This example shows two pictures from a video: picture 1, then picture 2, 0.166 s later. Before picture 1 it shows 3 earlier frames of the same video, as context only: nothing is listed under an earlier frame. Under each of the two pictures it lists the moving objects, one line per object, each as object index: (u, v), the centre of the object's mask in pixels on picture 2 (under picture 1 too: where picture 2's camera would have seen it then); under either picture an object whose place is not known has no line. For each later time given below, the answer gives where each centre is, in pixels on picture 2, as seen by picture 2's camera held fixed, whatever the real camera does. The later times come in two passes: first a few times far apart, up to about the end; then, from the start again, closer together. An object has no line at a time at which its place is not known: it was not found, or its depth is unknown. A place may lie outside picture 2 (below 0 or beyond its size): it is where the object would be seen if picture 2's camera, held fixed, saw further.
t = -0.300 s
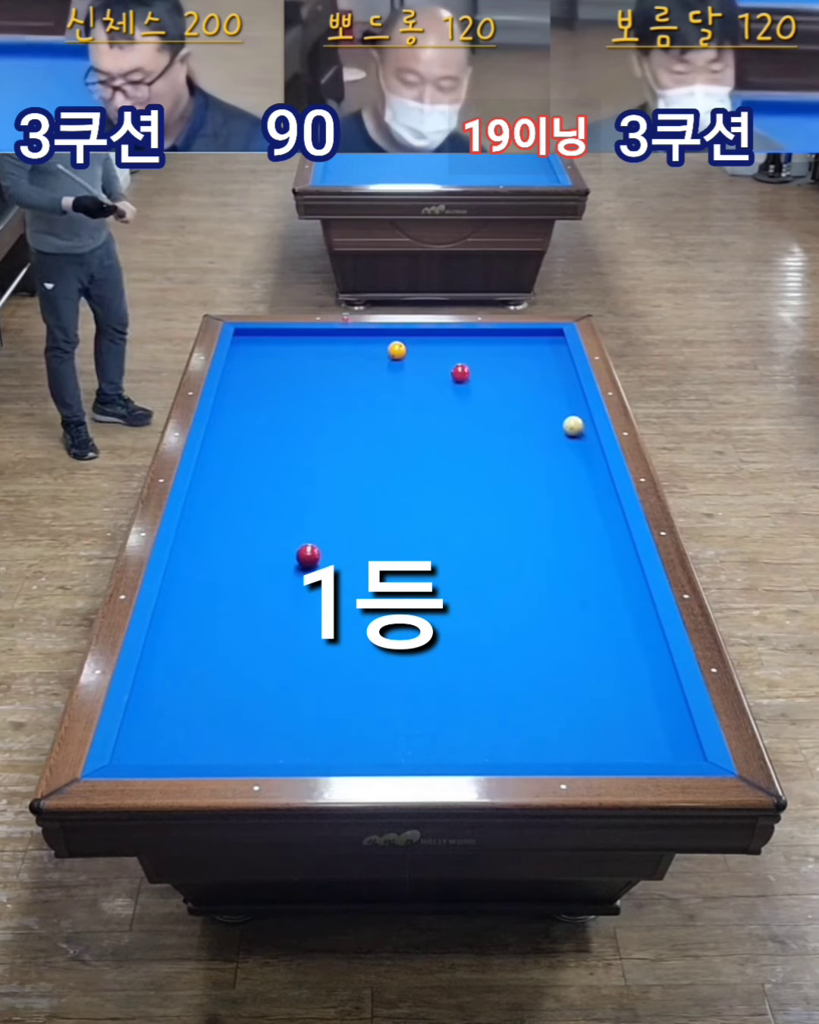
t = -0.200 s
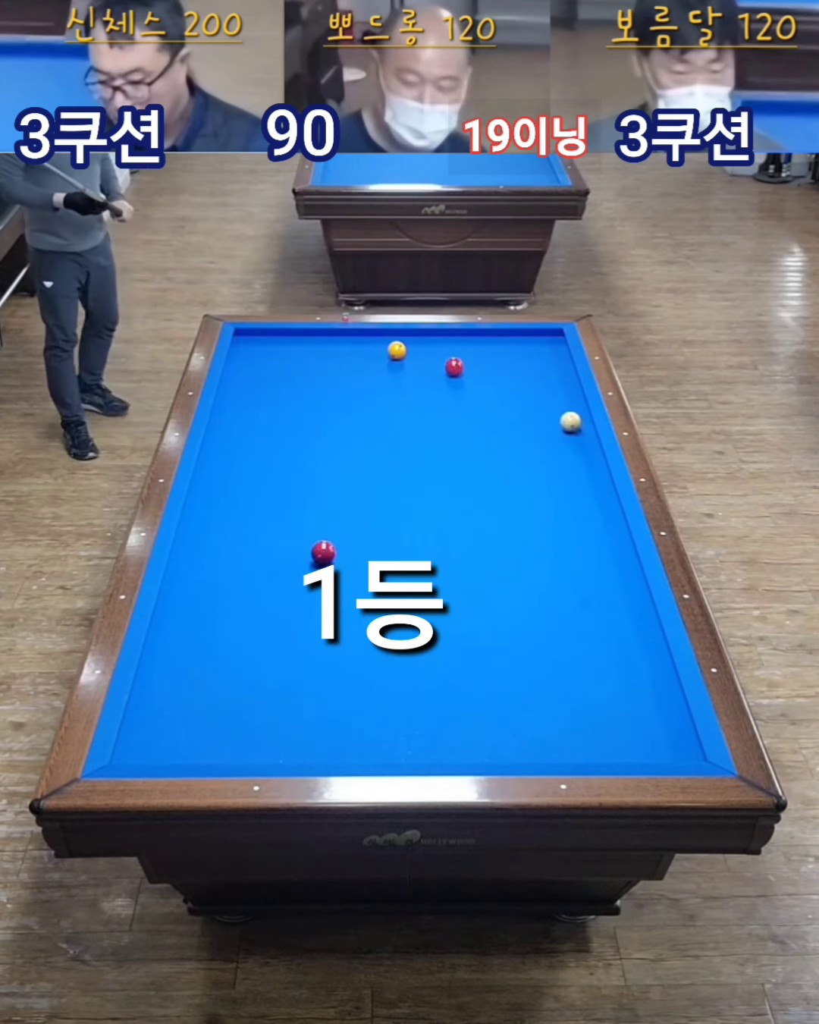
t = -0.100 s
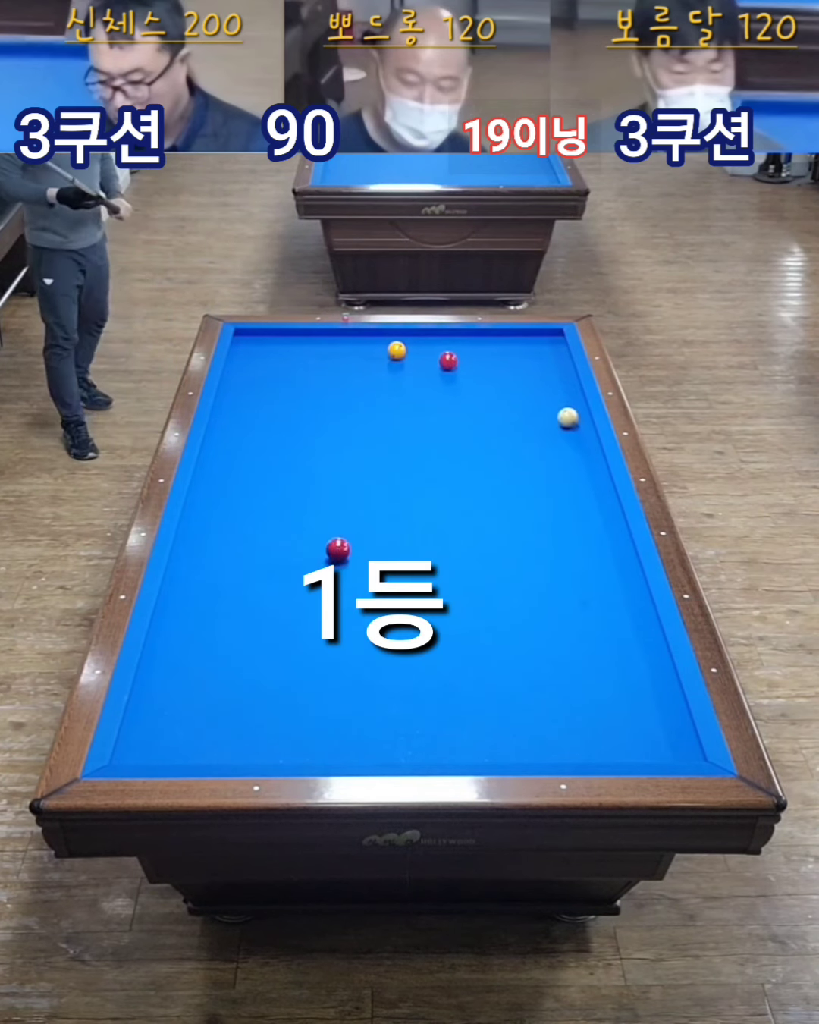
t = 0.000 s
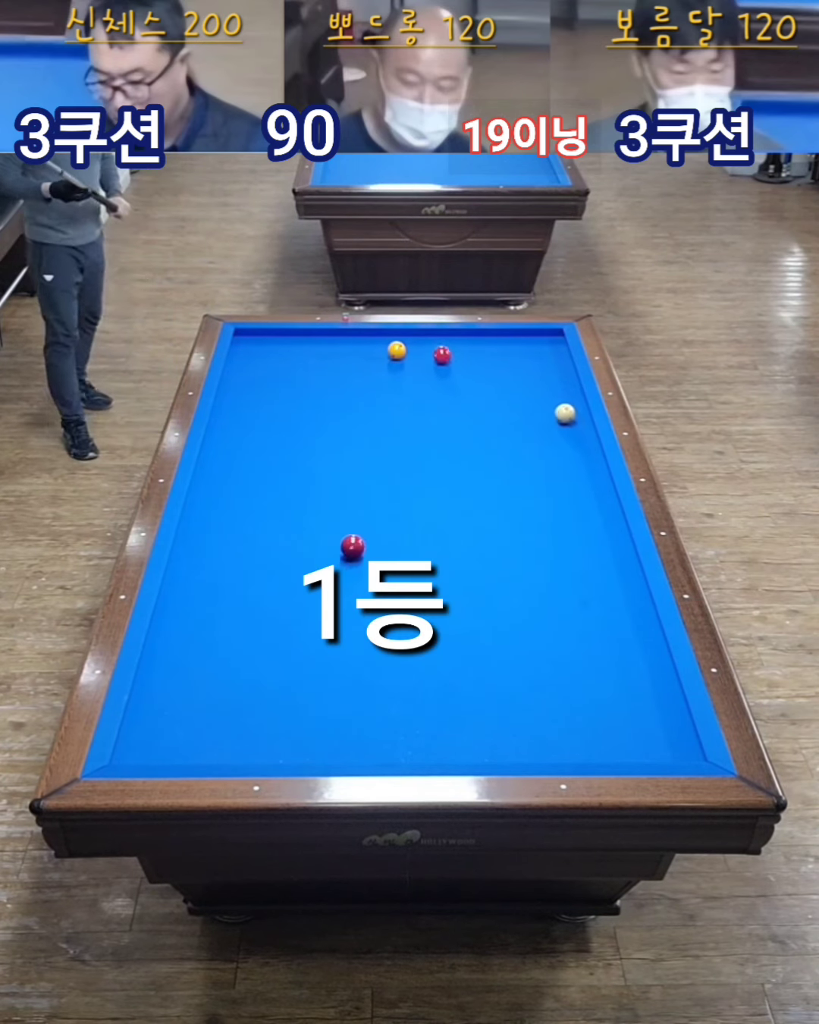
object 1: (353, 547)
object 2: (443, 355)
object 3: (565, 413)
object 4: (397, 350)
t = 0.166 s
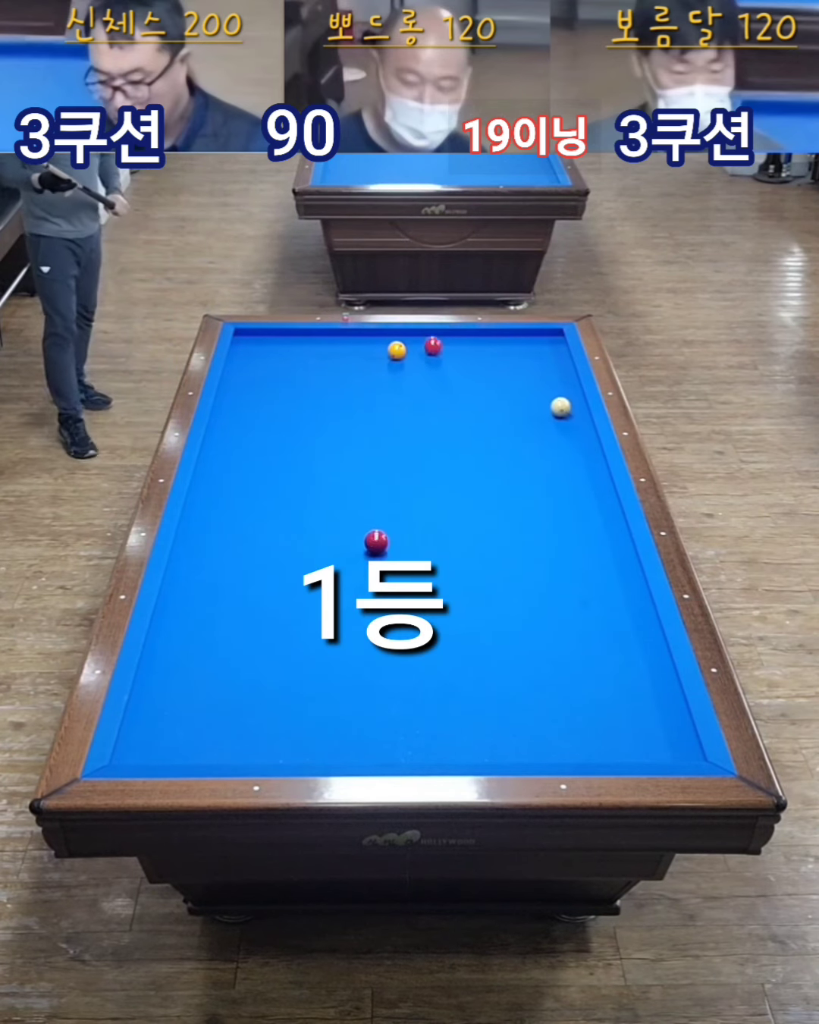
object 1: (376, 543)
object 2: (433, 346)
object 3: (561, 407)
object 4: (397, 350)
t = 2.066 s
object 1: (599, 496)
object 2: (411, 353)
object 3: (520, 350)
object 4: (366, 365)
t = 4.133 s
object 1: (518, 477)
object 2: (412, 354)
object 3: (480, 341)
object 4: (338, 380)
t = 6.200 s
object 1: (483, 471)
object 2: (412, 354)
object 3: (462, 346)
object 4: (336, 381)
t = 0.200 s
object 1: (381, 541)
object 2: (431, 344)
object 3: (560, 406)
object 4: (397, 350)
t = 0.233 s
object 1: (386, 541)
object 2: (430, 342)
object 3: (559, 404)
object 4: (397, 350)
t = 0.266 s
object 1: (390, 540)
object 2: (428, 341)
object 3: (558, 403)
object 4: (397, 350)
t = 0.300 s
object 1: (395, 539)
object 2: (426, 339)
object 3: (557, 402)
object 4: (397, 350)
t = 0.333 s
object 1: (399, 538)
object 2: (424, 337)
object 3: (557, 401)
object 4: (397, 350)
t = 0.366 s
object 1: (404, 537)
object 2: (422, 336)
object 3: (556, 399)
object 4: (397, 350)
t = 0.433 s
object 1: (413, 535)
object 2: (419, 334)
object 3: (554, 397)
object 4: (397, 350)
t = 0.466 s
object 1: (417, 534)
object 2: (419, 335)
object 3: (553, 396)
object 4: (397, 350)
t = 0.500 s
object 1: (421, 533)
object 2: (418, 336)
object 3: (553, 395)
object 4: (397, 350)
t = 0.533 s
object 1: (426, 532)
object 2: (416, 337)
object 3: (552, 394)
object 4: (397, 350)
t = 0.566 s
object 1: (430, 531)
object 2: (415, 338)
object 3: (551, 392)
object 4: (397, 350)
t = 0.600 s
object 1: (434, 531)
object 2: (415, 338)
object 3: (550, 391)
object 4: (397, 350)
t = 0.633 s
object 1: (439, 530)
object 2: (414, 339)
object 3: (549, 390)
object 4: (397, 350)
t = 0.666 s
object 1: (443, 529)
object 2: (413, 340)
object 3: (549, 389)
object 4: (397, 350)
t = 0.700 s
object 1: (447, 528)
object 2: (412, 341)
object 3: (548, 388)
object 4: (397, 350)
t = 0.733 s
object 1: (451, 527)
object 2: (411, 342)
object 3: (547, 387)
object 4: (397, 350)
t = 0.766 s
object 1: (455, 526)
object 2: (411, 342)
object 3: (546, 386)
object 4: (397, 350)
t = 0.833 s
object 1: (464, 524)
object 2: (410, 344)
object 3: (545, 384)
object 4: (397, 350)
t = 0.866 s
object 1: (468, 523)
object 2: (409, 344)
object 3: (544, 382)
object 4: (396, 350)
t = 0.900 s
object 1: (472, 523)
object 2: (409, 345)
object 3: (543, 381)
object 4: (395, 351)
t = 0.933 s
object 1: (476, 522)
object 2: (409, 345)
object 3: (543, 380)
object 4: (394, 352)
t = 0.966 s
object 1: (480, 521)
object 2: (409, 346)
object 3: (542, 379)
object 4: (393, 352)
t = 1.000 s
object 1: (484, 520)
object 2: (409, 346)
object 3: (541, 378)
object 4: (392, 353)
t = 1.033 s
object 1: (488, 519)
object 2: (409, 346)
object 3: (540, 377)
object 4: (391, 353)
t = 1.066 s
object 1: (492, 518)
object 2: (409, 347)
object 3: (540, 376)
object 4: (390, 353)
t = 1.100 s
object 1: (496, 518)
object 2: (409, 347)
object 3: (539, 375)
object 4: (390, 354)
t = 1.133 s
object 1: (500, 517)
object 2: (409, 347)
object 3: (538, 374)
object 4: (389, 354)
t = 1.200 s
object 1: (507, 515)
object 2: (409, 348)
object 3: (537, 372)
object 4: (387, 355)
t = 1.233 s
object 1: (511, 515)
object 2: (410, 348)
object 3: (536, 372)
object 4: (386, 356)
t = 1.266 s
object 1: (515, 514)
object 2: (410, 348)
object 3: (535, 370)
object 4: (385, 356)
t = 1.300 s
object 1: (519, 513)
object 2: (410, 348)
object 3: (535, 370)
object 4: (384, 356)
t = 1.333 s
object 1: (523, 512)
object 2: (410, 349)
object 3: (534, 369)
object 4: (384, 357)
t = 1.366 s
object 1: (526, 511)
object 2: (410, 349)
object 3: (533, 368)
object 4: (383, 357)
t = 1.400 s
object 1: (530, 511)
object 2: (410, 349)
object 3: (533, 367)
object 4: (382, 358)
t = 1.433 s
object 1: (534, 510)
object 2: (410, 350)
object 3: (532, 366)
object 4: (381, 358)
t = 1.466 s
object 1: (537, 509)
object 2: (410, 350)
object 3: (531, 365)
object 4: (380, 358)
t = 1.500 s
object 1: (541, 508)
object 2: (410, 350)
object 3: (530, 364)
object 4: (379, 359)
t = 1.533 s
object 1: (545, 508)
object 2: (410, 350)
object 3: (530, 363)
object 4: (378, 359)
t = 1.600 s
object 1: (552, 506)
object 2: (410, 350)
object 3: (529, 362)
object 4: (377, 360)
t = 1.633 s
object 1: (555, 505)
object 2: (410, 351)
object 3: (528, 361)
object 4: (376, 361)
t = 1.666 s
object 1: (559, 505)
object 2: (410, 351)
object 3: (527, 360)
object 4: (375, 361)
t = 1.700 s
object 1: (562, 504)
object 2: (410, 351)
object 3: (527, 359)
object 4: (374, 361)
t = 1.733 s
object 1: (566, 503)
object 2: (410, 351)
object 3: (526, 358)
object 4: (373, 362)
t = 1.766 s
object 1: (569, 503)
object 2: (411, 351)
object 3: (525, 357)
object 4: (373, 362)
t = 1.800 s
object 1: (572, 502)
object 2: (411, 351)
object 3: (525, 357)
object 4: (372, 362)
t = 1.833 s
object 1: (576, 501)
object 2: (411, 352)
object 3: (524, 356)
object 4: (371, 363)
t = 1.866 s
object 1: (579, 500)
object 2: (411, 352)
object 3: (523, 355)
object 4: (370, 363)
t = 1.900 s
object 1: (583, 499)
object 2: (411, 352)
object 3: (523, 354)
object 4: (370, 364)
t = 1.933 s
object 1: (586, 499)
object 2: (411, 352)
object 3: (522, 353)
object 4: (369, 364)
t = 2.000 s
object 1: (593, 498)
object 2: (411, 352)
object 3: (521, 352)
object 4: (368, 365)
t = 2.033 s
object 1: (596, 497)
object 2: (411, 352)
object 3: (520, 351)
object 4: (367, 365)
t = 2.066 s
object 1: (599, 496)
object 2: (411, 353)
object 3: (520, 350)
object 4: (366, 365)
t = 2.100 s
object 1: (603, 495)
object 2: (411, 353)
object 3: (519, 349)
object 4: (365, 366)
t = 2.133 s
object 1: (606, 495)
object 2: (411, 353)
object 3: (518, 349)
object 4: (365, 366)
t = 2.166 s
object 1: (605, 494)
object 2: (411, 353)
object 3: (518, 348)
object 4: (364, 366)
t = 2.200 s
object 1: (603, 494)
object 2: (411, 353)
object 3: (517, 347)
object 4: (363, 367)
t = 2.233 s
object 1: (601, 493)
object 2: (412, 353)
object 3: (517, 347)
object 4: (363, 367)
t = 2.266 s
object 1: (599, 493)
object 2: (412, 353)
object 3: (516, 346)
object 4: (362, 367)
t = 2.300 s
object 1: (597, 493)
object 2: (412, 353)
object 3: (515, 345)
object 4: (361, 368)
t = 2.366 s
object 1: (594, 492)
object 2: (412, 353)
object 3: (514, 343)
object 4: (360, 368)
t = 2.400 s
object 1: (592, 492)
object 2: (412, 354)
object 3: (514, 343)
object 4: (359, 369)
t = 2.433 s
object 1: (590, 491)
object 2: (412, 354)
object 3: (513, 342)
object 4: (359, 369)
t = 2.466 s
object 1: (588, 491)
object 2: (412, 354)
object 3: (512, 342)
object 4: (358, 369)
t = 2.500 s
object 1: (586, 490)
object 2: (412, 354)
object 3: (512, 341)
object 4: (357, 369)
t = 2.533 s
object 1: (585, 490)
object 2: (412, 354)
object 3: (511, 340)
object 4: (357, 370)
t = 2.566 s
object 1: (583, 490)
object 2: (412, 354)
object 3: (511, 339)
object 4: (356, 370)
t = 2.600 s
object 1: (581, 489)
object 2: (412, 354)
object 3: (510, 339)
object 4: (356, 370)
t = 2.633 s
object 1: (579, 489)
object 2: (412, 354)
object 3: (510, 338)
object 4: (355, 371)
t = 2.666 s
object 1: (578, 489)
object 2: (412, 354)
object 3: (509, 338)
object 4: (354, 371)
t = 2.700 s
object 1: (576, 488)
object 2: (412, 354)
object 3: (508, 337)
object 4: (354, 371)
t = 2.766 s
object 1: (573, 488)
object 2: (412, 354)
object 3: (507, 336)
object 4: (353, 372)
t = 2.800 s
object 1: (571, 487)
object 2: (412, 354)
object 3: (507, 335)
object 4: (352, 372)
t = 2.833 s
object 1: (569, 487)
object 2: (412, 354)
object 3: (506, 335)
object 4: (352, 372)
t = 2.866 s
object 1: (568, 486)
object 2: (412, 354)
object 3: (506, 334)
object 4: (351, 373)
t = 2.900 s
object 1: (566, 486)
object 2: (412, 354)
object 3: (505, 333)
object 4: (351, 373)
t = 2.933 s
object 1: (565, 486)
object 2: (412, 354)
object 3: (505, 333)
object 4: (350, 373)
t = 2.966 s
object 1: (563, 485)
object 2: (412, 354)
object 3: (504, 333)
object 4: (350, 373)
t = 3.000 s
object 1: (562, 485)
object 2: (412, 354)
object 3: (503, 333)
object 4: (349, 373)
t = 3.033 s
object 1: (560, 485)
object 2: (412, 354)
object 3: (502, 333)
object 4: (349, 374)
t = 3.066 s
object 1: (559, 484)
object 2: (412, 354)
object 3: (501, 334)
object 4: (348, 374)
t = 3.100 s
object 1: (557, 484)
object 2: (412, 354)
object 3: (501, 334)
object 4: (348, 374)
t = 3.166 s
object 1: (554, 484)
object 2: (412, 354)
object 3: (499, 335)
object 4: (347, 375)
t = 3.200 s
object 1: (553, 483)
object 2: (412, 354)
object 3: (498, 335)
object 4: (346, 375)
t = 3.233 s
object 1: (551, 483)
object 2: (412, 354)
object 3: (498, 335)
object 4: (346, 375)
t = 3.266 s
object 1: (550, 483)
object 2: (412, 354)
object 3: (497, 335)
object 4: (345, 376)
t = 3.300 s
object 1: (549, 482)
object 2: (412, 354)
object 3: (496, 336)
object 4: (345, 376)
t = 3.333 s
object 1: (547, 482)
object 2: (412, 354)
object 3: (495, 336)
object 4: (345, 376)
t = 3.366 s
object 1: (546, 482)
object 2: (412, 354)
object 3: (495, 336)
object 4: (344, 376)
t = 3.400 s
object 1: (544, 482)
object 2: (412, 354)
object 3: (494, 336)
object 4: (344, 376)
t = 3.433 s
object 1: (543, 481)
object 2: (412, 354)
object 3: (493, 336)
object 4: (344, 377)
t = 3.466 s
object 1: (542, 481)
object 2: (412, 354)
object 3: (493, 337)
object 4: (343, 377)
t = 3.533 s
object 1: (539, 481)
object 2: (412, 354)
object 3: (491, 337)
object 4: (342, 377)
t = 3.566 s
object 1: (538, 480)
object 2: (412, 354)
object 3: (490, 337)
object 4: (342, 377)
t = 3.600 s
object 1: (537, 480)
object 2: (412, 354)
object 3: (490, 338)
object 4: (342, 377)
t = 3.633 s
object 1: (535, 480)
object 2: (412, 354)
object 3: (489, 338)
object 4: (342, 378)
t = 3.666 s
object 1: (534, 480)
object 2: (412, 354)
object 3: (488, 338)
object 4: (341, 378)
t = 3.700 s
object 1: (533, 480)
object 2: (412, 354)
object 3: (488, 339)
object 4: (341, 378)
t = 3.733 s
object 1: (532, 479)
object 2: (412, 354)
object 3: (487, 339)
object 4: (341, 378)
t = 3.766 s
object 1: (531, 479)
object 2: (412, 354)
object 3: (487, 339)
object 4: (340, 378)
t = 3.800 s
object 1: (529, 479)
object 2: (412, 354)
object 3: (486, 339)
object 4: (340, 379)
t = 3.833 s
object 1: (528, 479)
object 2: (412, 354)
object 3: (485, 339)
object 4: (340, 379)
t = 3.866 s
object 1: (527, 478)
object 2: (412, 354)
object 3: (485, 339)
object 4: (340, 379)
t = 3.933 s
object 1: (525, 478)
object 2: (412, 354)
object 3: (484, 340)
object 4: (339, 379)
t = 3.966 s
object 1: (524, 478)
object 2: (412, 354)
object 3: (483, 340)
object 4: (339, 379)
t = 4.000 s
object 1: (523, 478)
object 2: (412, 354)
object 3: (482, 340)
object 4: (339, 379)
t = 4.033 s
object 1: (521, 477)
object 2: (412, 354)
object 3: (482, 341)
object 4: (339, 379)
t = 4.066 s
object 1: (520, 477)
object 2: (412, 354)
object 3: (481, 341)
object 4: (338, 379)
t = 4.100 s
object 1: (519, 477)
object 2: (412, 354)
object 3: (481, 341)
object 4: (338, 379)
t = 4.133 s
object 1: (518, 477)
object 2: (412, 354)
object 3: (480, 341)
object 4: (338, 380)
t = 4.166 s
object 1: (517, 477)
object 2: (412, 354)
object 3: (480, 341)
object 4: (338, 380)
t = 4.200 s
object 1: (516, 476)
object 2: (412, 354)
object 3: (479, 341)
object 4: (338, 380)
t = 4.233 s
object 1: (515, 476)
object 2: (412, 354)
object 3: (479, 342)
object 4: (338, 380)
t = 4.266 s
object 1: (514, 476)
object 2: (412, 354)
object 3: (478, 342)
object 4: (337, 380)
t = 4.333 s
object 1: (513, 476)
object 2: (412, 354)
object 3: (477, 342)
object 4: (337, 380)
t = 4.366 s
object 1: (512, 476)
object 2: (412, 354)
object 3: (476, 342)
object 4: (337, 380)
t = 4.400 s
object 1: (511, 475)
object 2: (412, 354)
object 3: (476, 342)
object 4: (337, 380)
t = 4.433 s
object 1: (510, 475)
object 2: (412, 354)
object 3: (475, 342)
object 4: (337, 380)
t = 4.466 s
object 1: (509, 475)
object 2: (412, 354)
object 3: (475, 342)
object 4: (337, 380)
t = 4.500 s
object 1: (508, 475)
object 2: (412, 354)
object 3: (474, 343)
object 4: (336, 381)
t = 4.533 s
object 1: (507, 475)
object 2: (412, 354)
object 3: (474, 343)
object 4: (336, 381)
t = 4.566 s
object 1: (506, 475)
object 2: (412, 354)
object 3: (474, 343)
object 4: (336, 381)
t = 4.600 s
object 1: (506, 474)
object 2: (412, 354)
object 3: (473, 343)
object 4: (336, 381)
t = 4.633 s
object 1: (505, 474)
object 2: (412, 354)
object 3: (473, 343)
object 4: (336, 381)
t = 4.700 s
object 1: (503, 474)
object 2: (412, 354)
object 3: (472, 343)
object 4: (336, 381)
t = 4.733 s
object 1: (503, 474)
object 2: (412, 354)
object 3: (472, 344)
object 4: (336, 381)
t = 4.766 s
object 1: (502, 474)
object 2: (412, 354)
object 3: (471, 344)
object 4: (336, 381)
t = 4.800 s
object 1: (501, 473)
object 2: (412, 354)
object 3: (471, 343)
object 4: (336, 380)
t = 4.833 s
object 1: (501, 473)
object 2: (412, 354)
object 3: (470, 343)
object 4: (336, 380)
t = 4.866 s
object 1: (500, 473)
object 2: (412, 354)
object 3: (470, 343)
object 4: (336, 380)
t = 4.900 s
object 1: (499, 472)
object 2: (412, 354)
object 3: (470, 343)
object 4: (336, 380)
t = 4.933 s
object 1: (499, 472)
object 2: (412, 354)
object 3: (469, 343)
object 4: (336, 380)
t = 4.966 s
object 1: (498, 472)
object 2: (412, 354)
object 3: (469, 344)
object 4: (336, 380)
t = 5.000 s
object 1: (497, 472)
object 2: (412, 354)
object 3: (469, 343)
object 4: (336, 380)
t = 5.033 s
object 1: (497, 472)
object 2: (412, 354)
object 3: (468, 344)
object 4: (336, 380)
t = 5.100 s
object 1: (495, 472)
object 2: (412, 354)
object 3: (467, 344)
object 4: (336, 381)
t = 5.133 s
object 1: (495, 472)
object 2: (412, 354)
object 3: (467, 344)
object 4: (336, 381)
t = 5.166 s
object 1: (494, 471)
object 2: (412, 354)
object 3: (467, 345)
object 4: (336, 381)
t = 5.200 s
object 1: (493, 471)
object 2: (412, 354)
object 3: (466, 345)
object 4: (336, 381)
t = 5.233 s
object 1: (493, 472)
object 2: (412, 354)
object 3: (466, 345)
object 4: (336, 381)
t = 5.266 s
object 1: (492, 471)
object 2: (412, 354)
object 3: (466, 345)
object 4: (336, 381)
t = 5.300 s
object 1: (492, 471)
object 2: (412, 354)
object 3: (466, 345)
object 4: (336, 381)
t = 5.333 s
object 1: (491, 471)
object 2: (412, 354)
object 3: (466, 345)
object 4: (336, 381)
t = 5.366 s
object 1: (491, 471)
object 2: (412, 354)
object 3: (466, 345)
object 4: (336, 381)
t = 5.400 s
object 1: (490, 471)
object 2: (412, 354)
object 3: (465, 345)
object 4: (336, 381)
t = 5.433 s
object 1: (490, 471)
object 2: (412, 354)
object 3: (465, 345)
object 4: (336, 381)
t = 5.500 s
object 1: (489, 471)
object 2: (412, 354)
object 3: (464, 345)
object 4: (336, 381)
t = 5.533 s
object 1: (488, 471)
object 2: (412, 354)
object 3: (464, 345)
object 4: (336, 381)
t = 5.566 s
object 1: (488, 471)
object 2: (412, 354)
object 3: (464, 345)
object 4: (336, 381)
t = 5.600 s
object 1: (488, 471)
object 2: (412, 354)
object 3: (464, 345)
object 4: (336, 381)
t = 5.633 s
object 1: (487, 471)
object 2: (412, 354)
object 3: (464, 345)
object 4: (336, 381)
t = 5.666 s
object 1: (487, 471)
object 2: (412, 354)
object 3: (463, 345)
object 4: (336, 381)
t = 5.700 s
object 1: (487, 471)
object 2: (412, 354)
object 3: (463, 345)
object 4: (336, 381)
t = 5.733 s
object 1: (486, 471)
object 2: (412, 354)
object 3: (463, 345)
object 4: (336, 381)
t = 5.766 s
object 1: (486, 471)
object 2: (412, 354)
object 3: (463, 345)
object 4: (336, 381)
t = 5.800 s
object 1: (486, 471)
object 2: (412, 354)
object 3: (463, 345)
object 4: (336, 381)
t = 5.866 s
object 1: (485, 471)
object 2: (412, 354)
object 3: (463, 345)
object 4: (336, 381)
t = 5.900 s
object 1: (485, 471)
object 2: (412, 354)
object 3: (463, 345)
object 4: (336, 381)
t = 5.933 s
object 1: (484, 471)
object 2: (412, 354)
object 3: (463, 346)
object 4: (336, 381)
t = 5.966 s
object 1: (484, 471)
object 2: (412, 354)
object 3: (463, 345)
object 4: (336, 381)
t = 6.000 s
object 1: (484, 471)
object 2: (412, 354)
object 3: (463, 345)
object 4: (336, 381)
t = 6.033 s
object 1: (484, 471)
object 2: (412, 354)
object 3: (462, 346)
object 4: (336, 381)
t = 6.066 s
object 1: (483, 471)
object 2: (412, 354)
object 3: (462, 346)
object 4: (336, 381)
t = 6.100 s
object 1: (483, 471)
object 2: (412, 354)
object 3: (462, 346)
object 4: (336, 381)
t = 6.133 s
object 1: (483, 471)
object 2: (412, 354)
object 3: (462, 346)
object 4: (336, 381)
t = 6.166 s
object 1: (483, 471)
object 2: (412, 354)
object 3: (462, 346)
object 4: (336, 381)
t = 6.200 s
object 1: (483, 471)
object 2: (412, 354)
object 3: (462, 346)
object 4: (336, 381)
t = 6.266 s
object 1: (483, 471)
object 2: (412, 354)
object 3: (462, 346)
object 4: (336, 381)
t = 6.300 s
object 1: (483, 471)
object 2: (412, 354)
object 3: (462, 346)
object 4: (336, 381)
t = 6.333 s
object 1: (482, 471)
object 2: (412, 354)
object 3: (462, 346)
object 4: (336, 381)
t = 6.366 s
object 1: (482, 471)
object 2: (412, 354)
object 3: (462, 346)
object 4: (336, 381)
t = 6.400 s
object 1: (482, 471)
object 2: (412, 354)
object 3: (462, 346)
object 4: (336, 381)
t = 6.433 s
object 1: (482, 471)
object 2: (412, 354)
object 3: (462, 346)
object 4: (336, 381)
